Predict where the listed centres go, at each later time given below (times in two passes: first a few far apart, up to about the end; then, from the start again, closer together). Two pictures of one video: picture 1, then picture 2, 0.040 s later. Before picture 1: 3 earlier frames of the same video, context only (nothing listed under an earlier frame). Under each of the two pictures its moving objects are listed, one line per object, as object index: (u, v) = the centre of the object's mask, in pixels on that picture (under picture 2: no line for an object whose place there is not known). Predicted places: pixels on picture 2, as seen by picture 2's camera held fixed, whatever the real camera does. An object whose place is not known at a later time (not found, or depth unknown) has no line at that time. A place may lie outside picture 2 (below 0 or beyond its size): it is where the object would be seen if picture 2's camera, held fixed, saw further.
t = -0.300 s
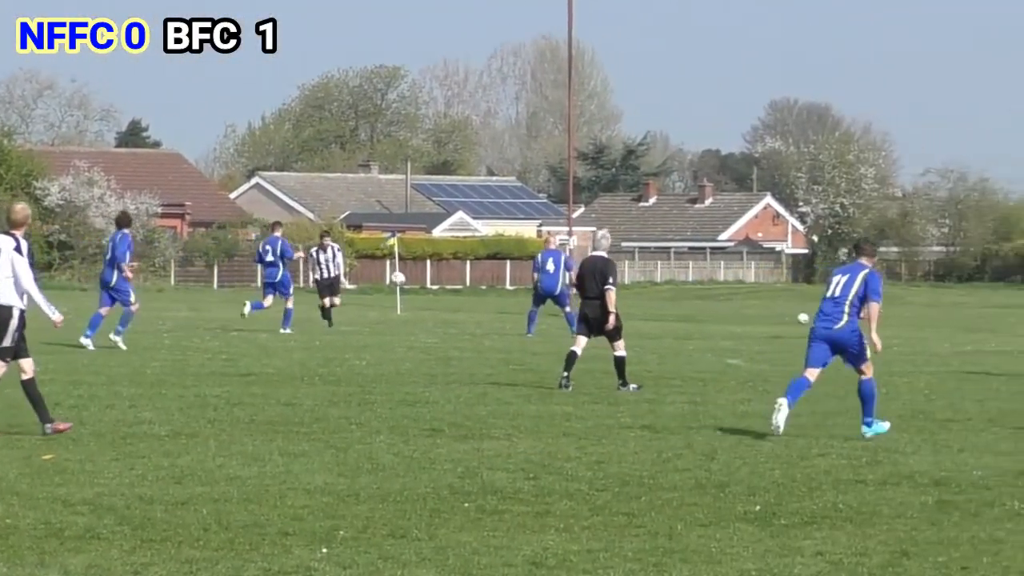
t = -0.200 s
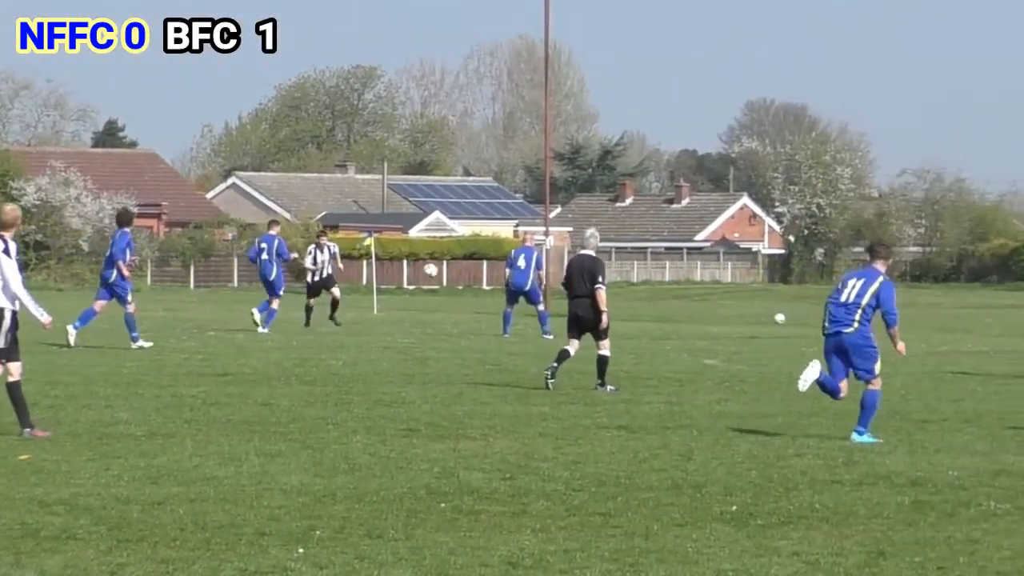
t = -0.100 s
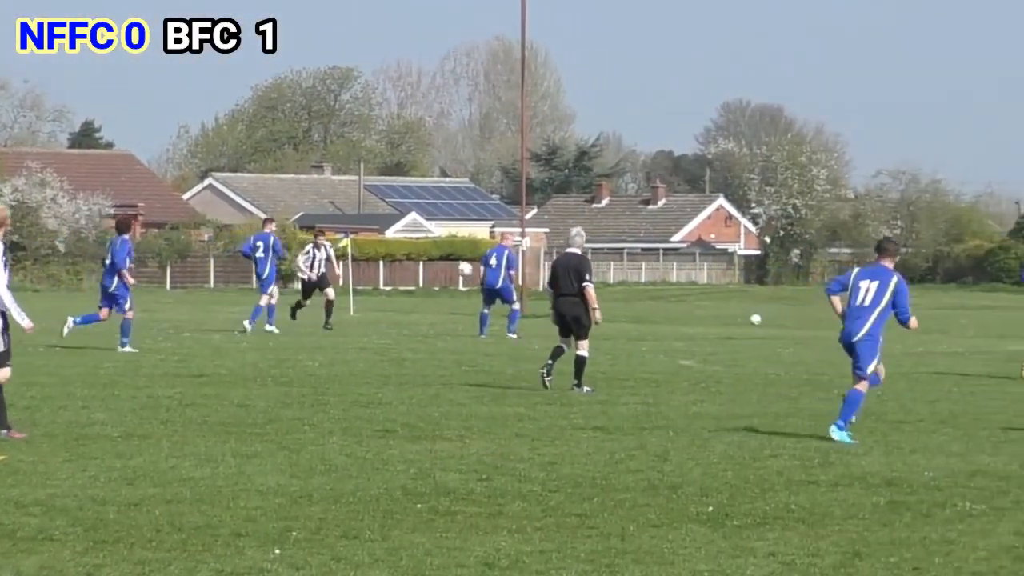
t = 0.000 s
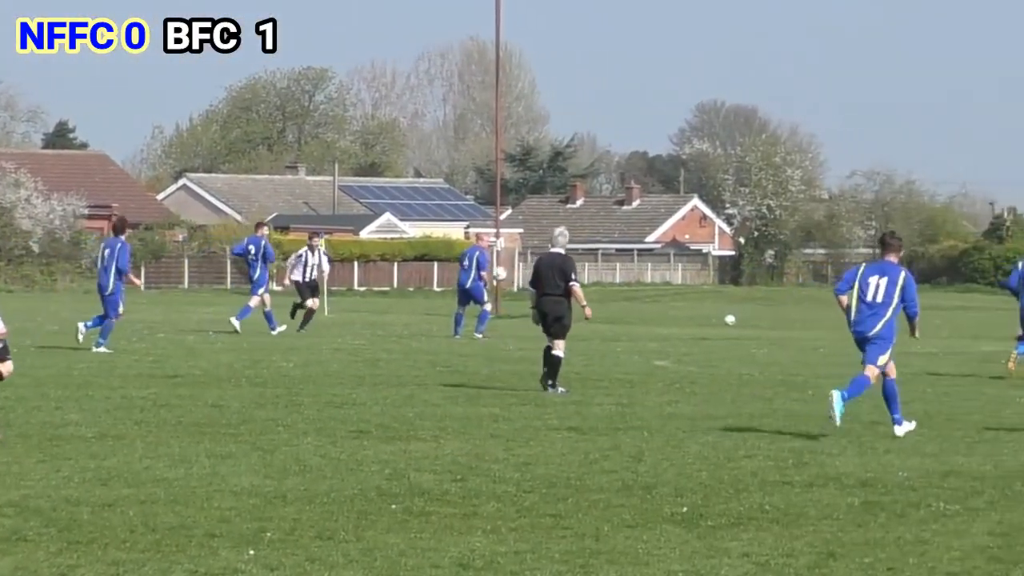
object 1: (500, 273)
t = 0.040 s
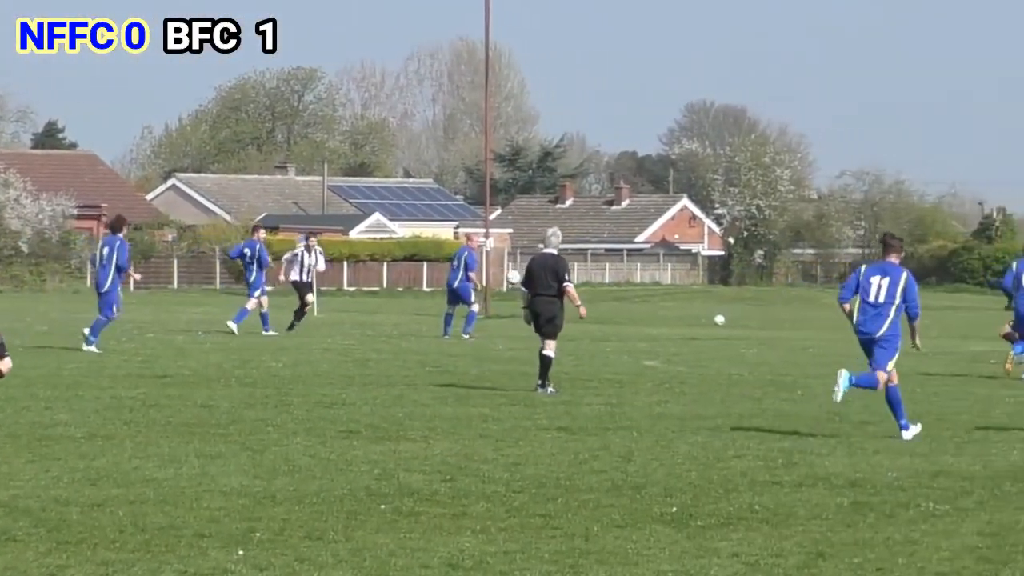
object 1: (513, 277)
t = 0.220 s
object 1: (625, 307)
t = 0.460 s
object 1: (759, 330)
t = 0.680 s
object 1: (847, 306)
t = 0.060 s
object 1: (521, 277)
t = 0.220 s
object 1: (625, 307)
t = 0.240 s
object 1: (637, 311)
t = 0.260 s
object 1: (651, 317)
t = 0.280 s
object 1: (664, 322)
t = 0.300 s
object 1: (677, 328)
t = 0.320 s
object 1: (690, 334)
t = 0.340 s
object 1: (703, 340)
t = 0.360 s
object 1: (718, 346)
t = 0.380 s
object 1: (728, 347)
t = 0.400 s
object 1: (736, 343)
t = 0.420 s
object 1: (744, 338)
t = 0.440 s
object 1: (751, 334)
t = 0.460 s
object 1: (759, 330)
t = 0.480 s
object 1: (768, 326)
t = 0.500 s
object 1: (775, 323)
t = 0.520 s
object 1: (783, 319)
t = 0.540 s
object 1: (791, 317)
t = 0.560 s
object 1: (799, 314)
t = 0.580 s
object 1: (807, 312)
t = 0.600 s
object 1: (815, 311)
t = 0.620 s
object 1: (822, 309)
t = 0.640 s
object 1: (831, 308)
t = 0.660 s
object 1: (838, 307)
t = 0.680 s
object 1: (847, 306)
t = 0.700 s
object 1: (854, 306)
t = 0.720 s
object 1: (863, 306)
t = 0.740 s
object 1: (870, 307)
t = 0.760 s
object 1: (879, 307)
